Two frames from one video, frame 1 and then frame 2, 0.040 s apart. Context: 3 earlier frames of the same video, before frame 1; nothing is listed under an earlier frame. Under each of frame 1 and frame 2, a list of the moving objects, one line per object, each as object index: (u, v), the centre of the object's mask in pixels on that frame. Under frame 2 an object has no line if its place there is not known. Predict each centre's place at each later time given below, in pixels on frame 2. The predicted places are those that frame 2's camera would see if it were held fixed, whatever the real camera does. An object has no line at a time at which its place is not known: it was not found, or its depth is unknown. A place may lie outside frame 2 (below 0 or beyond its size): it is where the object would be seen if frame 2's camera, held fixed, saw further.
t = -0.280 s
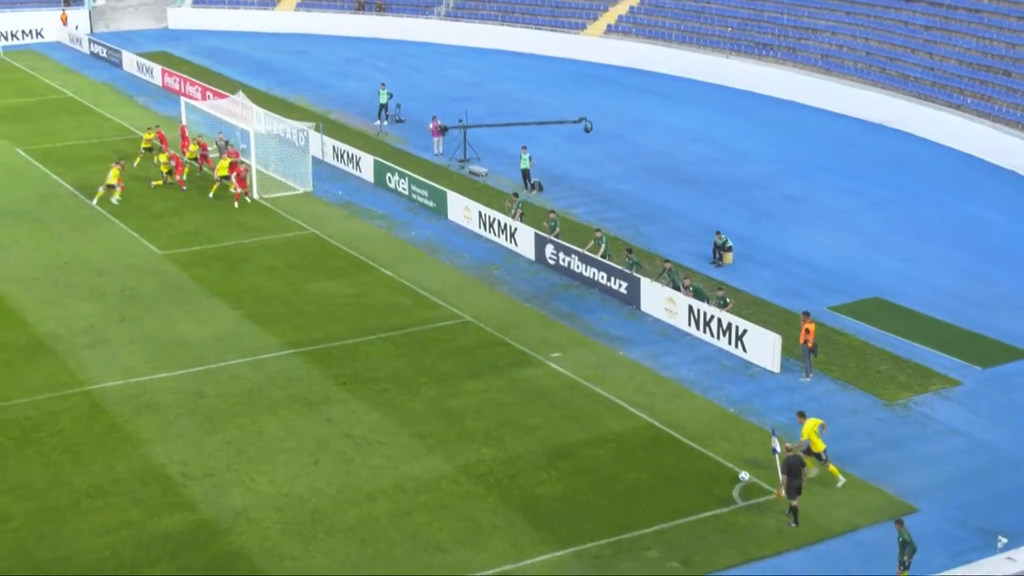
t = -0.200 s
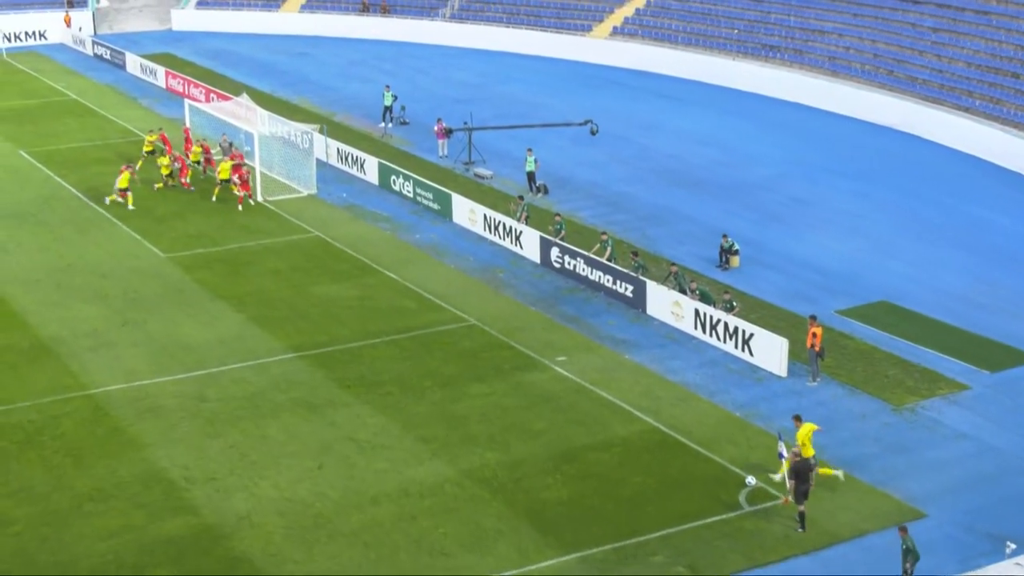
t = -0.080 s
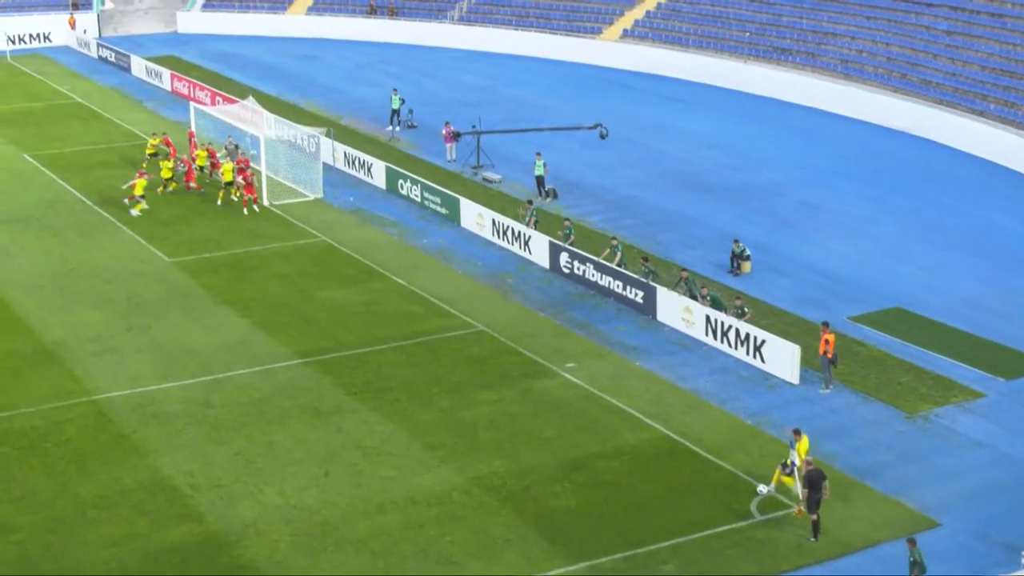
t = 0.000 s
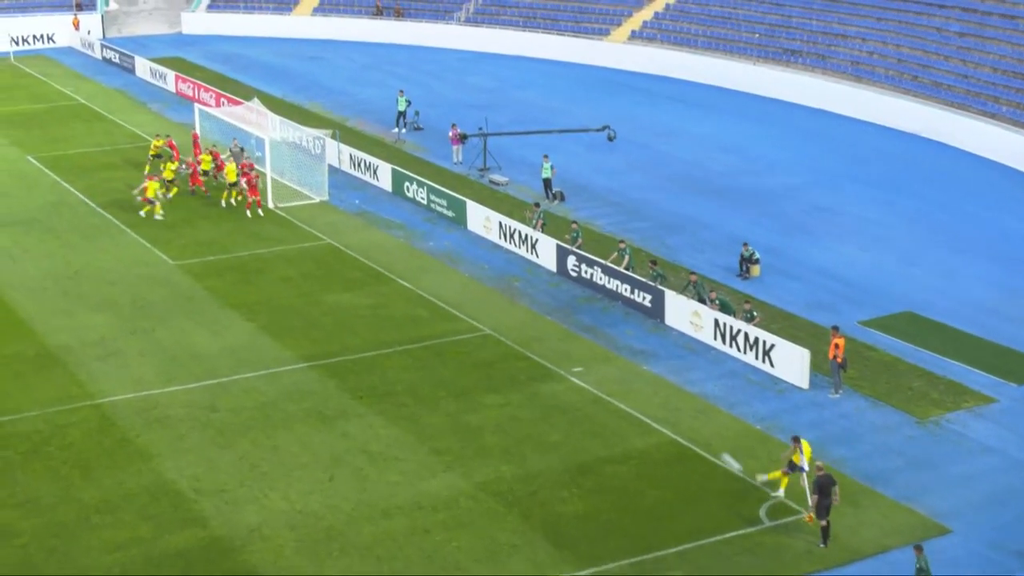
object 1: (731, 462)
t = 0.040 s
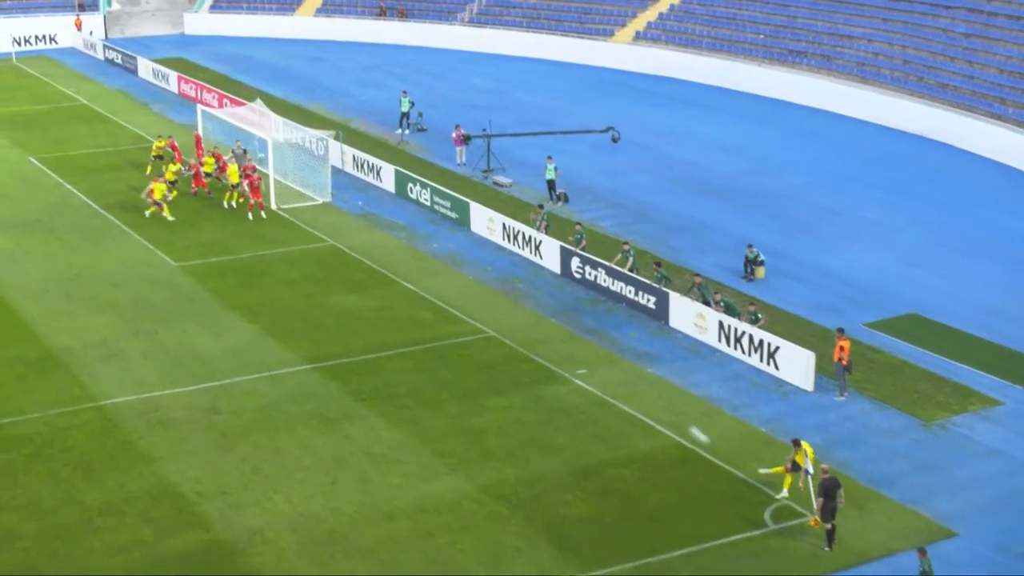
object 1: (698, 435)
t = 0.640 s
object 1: (334, 195)
